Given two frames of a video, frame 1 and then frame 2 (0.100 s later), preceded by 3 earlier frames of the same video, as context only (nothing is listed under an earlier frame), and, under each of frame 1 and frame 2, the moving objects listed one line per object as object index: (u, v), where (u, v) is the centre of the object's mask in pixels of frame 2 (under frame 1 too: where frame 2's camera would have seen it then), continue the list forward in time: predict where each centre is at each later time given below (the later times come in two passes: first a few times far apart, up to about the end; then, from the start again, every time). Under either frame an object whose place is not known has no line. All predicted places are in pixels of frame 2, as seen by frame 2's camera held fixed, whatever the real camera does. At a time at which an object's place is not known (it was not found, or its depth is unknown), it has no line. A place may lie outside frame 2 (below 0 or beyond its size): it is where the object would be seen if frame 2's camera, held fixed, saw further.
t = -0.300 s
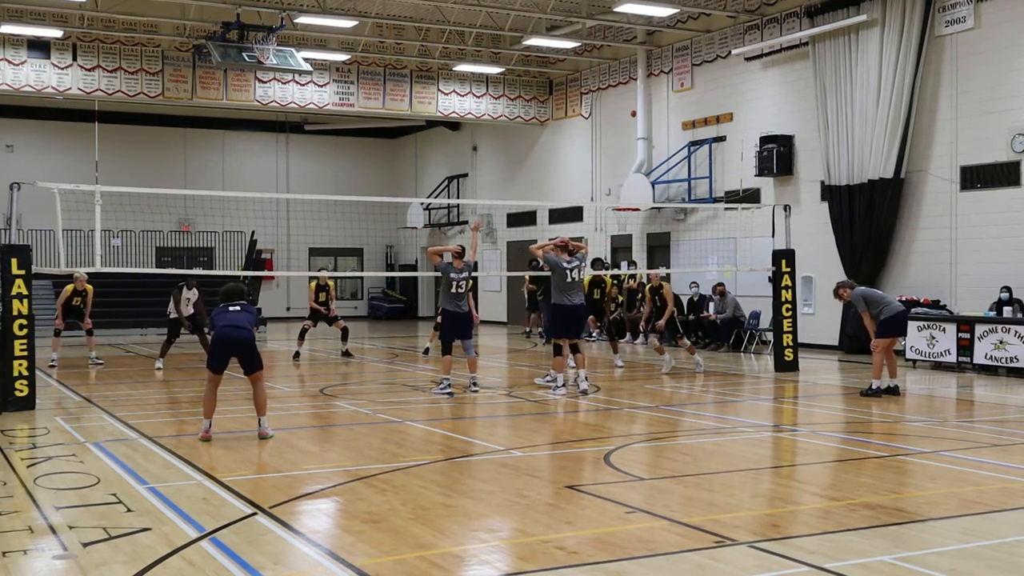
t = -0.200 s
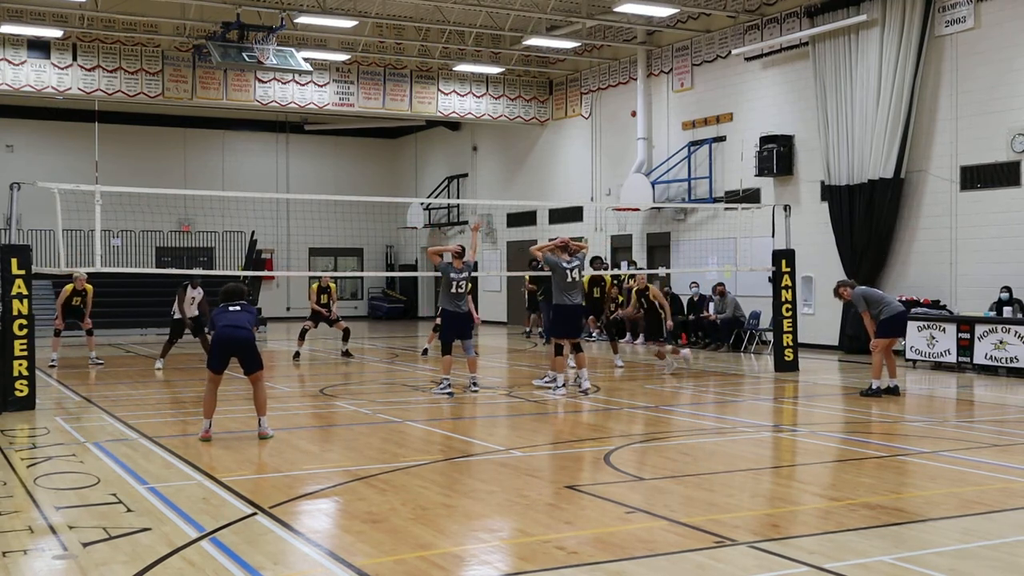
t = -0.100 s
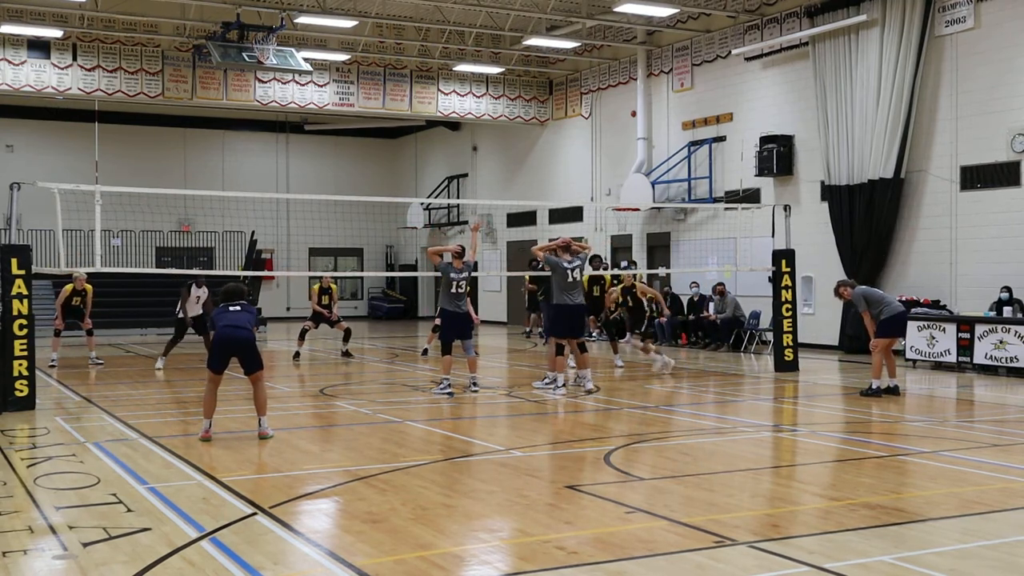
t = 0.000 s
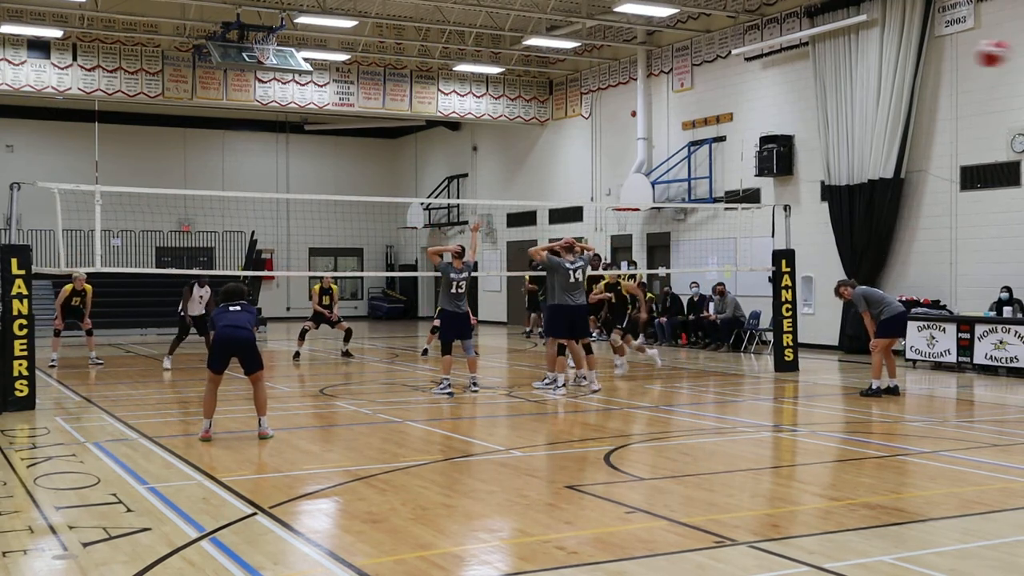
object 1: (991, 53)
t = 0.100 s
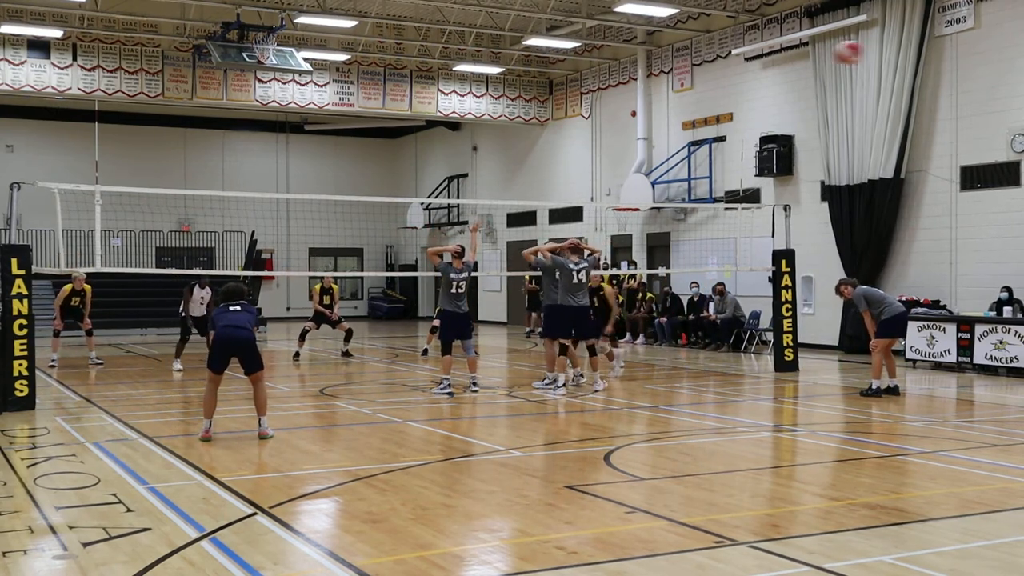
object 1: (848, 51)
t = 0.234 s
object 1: (707, 69)
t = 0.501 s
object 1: (519, 125)
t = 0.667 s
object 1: (441, 168)
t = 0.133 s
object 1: (809, 54)
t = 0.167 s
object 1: (772, 58)
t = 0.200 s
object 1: (739, 63)
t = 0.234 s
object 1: (707, 69)
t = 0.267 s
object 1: (678, 75)
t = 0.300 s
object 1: (648, 82)
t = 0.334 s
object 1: (624, 88)
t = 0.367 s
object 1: (600, 95)
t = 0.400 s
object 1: (577, 103)
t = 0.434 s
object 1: (557, 109)
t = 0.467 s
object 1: (538, 117)
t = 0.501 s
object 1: (519, 125)
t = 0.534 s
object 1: (501, 133)
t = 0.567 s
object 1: (484, 142)
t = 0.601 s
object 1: (468, 150)
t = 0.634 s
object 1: (454, 159)
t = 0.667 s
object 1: (441, 168)
